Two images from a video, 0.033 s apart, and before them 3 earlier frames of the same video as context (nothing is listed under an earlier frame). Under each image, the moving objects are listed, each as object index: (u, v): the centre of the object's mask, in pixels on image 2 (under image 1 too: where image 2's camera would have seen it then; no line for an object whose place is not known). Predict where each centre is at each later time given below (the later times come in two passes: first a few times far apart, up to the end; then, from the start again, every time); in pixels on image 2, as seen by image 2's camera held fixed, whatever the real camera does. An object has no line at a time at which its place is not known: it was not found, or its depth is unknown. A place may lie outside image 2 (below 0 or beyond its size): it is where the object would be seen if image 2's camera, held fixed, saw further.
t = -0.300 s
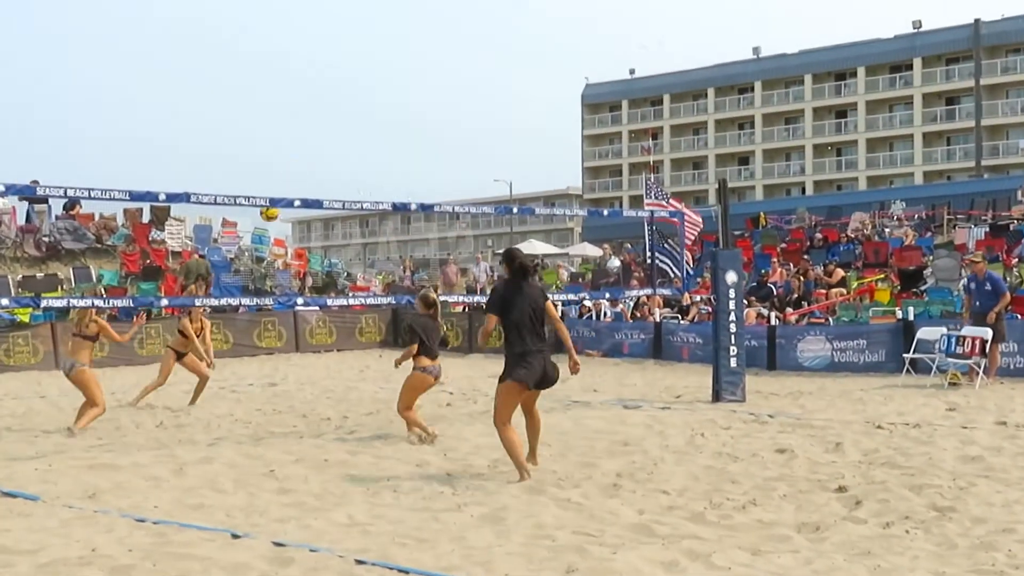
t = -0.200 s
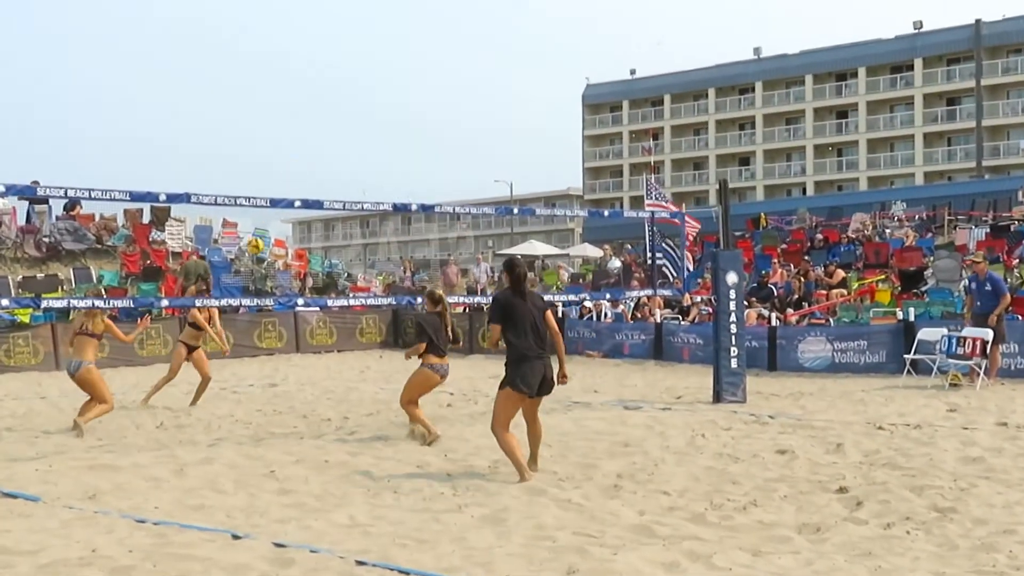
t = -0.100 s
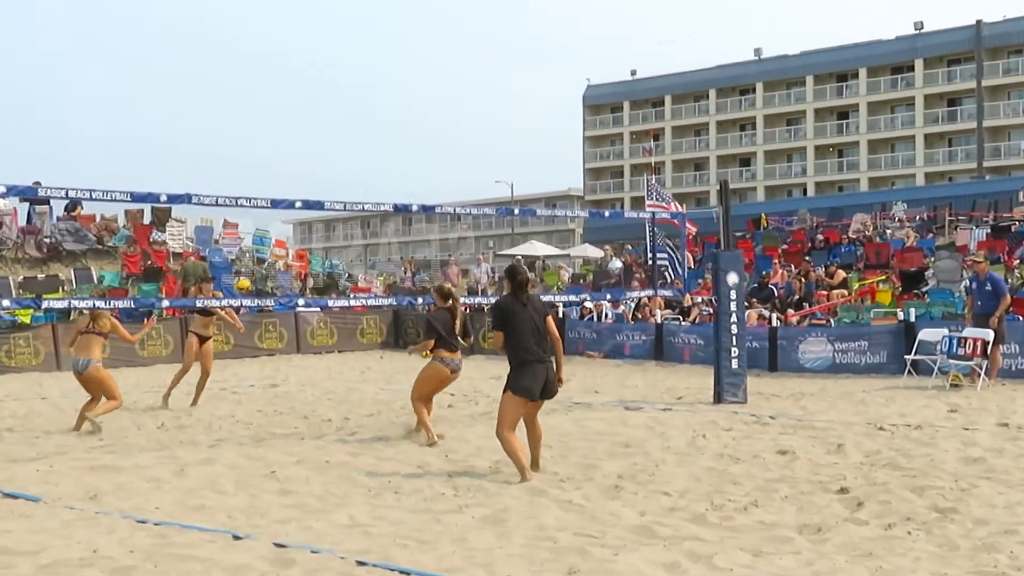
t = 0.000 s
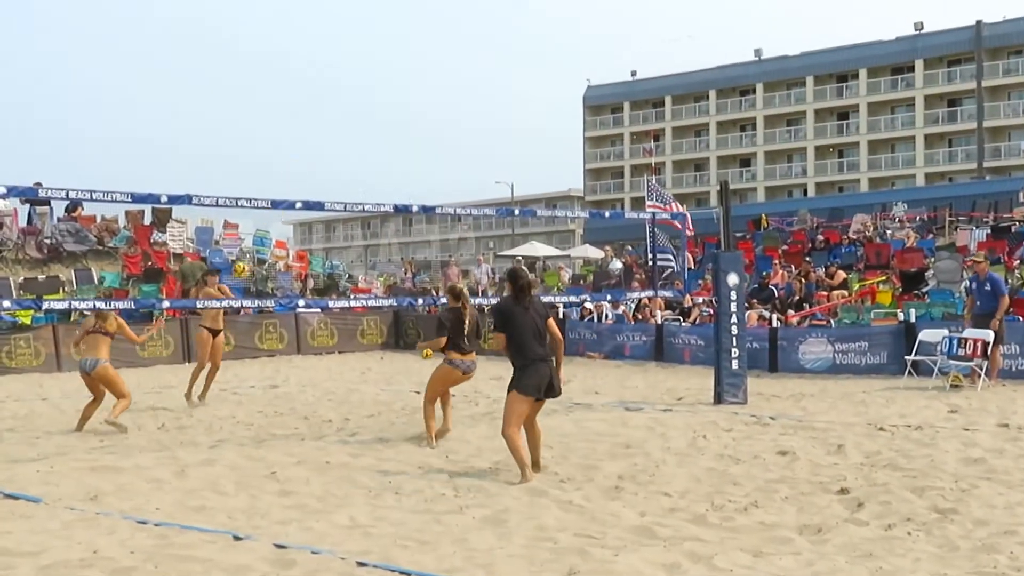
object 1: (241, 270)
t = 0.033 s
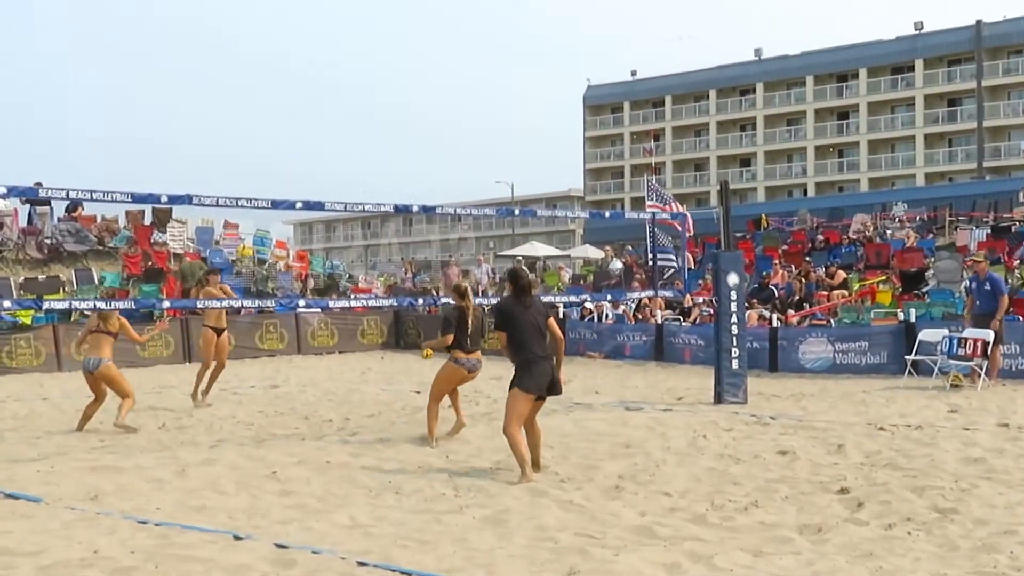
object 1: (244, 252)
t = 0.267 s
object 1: (263, 145)
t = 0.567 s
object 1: (290, 67)
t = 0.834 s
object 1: (316, 57)
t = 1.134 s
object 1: (349, 120)
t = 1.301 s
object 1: (369, 190)
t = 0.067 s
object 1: (247, 234)
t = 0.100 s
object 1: (249, 217)
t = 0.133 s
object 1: (252, 195)
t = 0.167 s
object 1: (254, 186)
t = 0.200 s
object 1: (257, 171)
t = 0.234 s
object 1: (260, 157)
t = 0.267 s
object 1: (263, 145)
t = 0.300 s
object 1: (266, 132)
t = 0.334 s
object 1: (268, 122)
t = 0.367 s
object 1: (271, 111)
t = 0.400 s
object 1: (275, 101)
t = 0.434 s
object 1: (277, 92)
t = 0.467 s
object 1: (280, 85)
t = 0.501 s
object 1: (283, 78)
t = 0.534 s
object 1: (287, 72)
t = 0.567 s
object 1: (290, 67)
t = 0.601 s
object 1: (293, 62)
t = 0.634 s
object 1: (297, 59)
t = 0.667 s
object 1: (300, 56)
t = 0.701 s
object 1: (303, 54)
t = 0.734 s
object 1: (306, 54)
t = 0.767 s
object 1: (310, 54)
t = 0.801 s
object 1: (313, 55)
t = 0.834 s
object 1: (316, 57)
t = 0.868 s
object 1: (320, 60)
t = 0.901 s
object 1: (323, 64)
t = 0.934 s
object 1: (327, 69)
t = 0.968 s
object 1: (330, 75)
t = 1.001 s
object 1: (334, 82)
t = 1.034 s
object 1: (337, 90)
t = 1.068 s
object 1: (341, 99)
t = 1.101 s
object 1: (345, 109)
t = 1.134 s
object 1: (349, 120)
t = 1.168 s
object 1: (353, 131)
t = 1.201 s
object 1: (357, 144)
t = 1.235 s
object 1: (361, 159)
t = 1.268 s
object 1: (365, 174)
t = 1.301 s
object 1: (369, 190)
